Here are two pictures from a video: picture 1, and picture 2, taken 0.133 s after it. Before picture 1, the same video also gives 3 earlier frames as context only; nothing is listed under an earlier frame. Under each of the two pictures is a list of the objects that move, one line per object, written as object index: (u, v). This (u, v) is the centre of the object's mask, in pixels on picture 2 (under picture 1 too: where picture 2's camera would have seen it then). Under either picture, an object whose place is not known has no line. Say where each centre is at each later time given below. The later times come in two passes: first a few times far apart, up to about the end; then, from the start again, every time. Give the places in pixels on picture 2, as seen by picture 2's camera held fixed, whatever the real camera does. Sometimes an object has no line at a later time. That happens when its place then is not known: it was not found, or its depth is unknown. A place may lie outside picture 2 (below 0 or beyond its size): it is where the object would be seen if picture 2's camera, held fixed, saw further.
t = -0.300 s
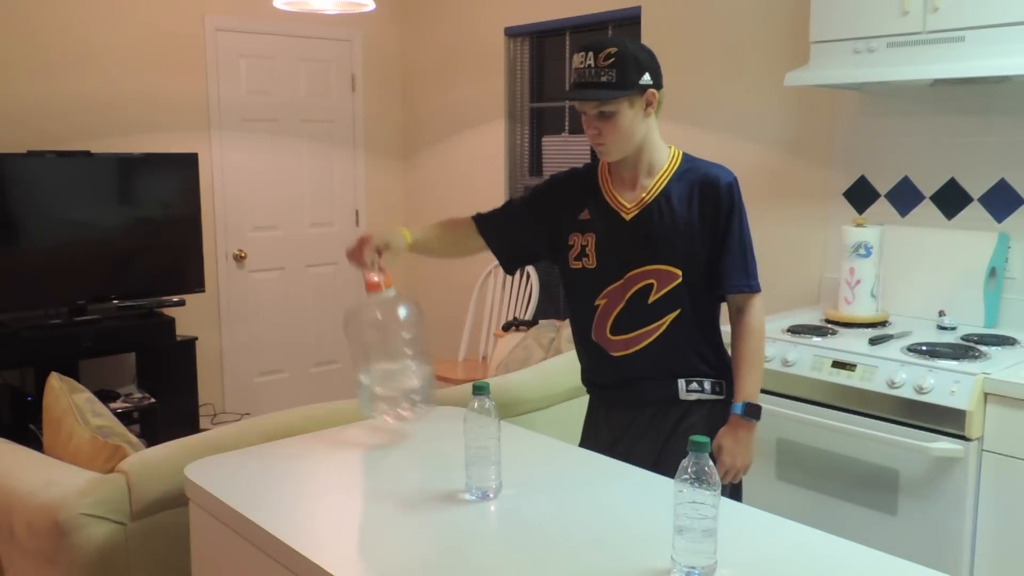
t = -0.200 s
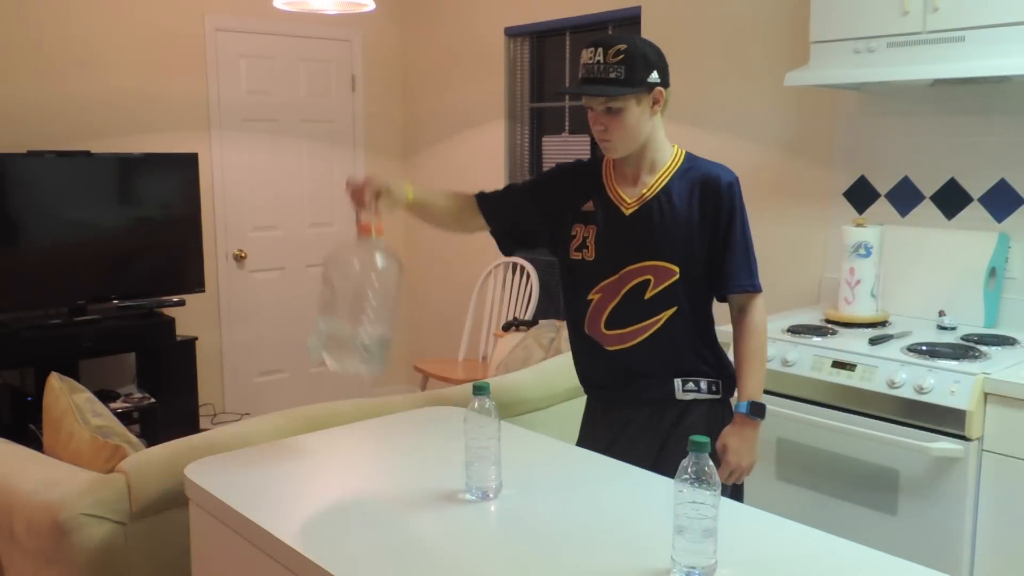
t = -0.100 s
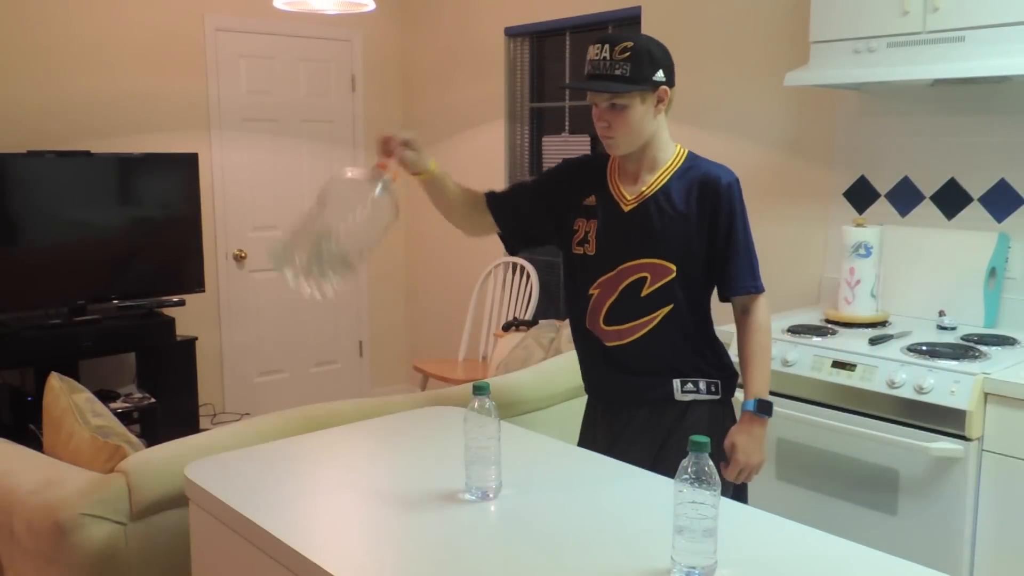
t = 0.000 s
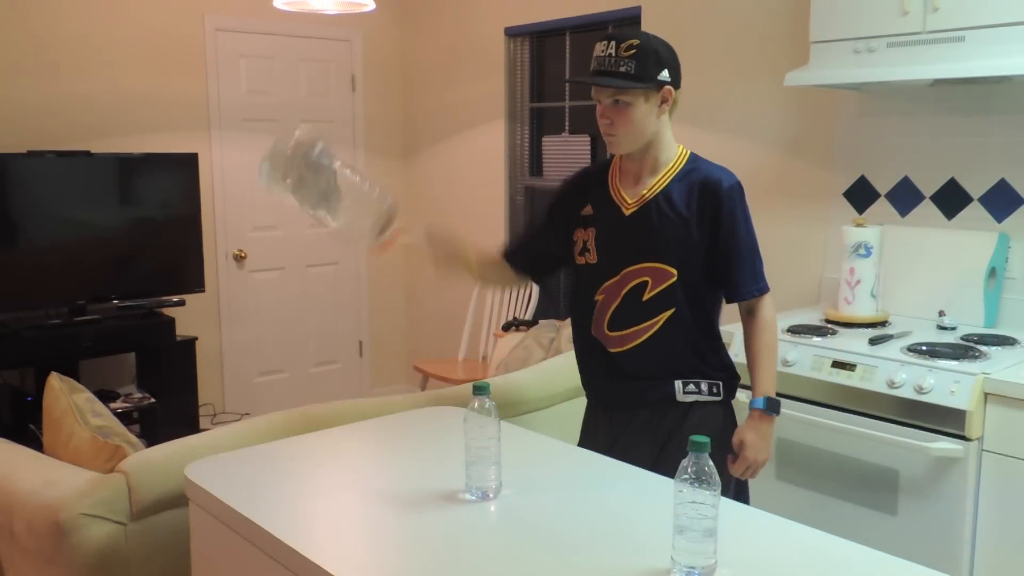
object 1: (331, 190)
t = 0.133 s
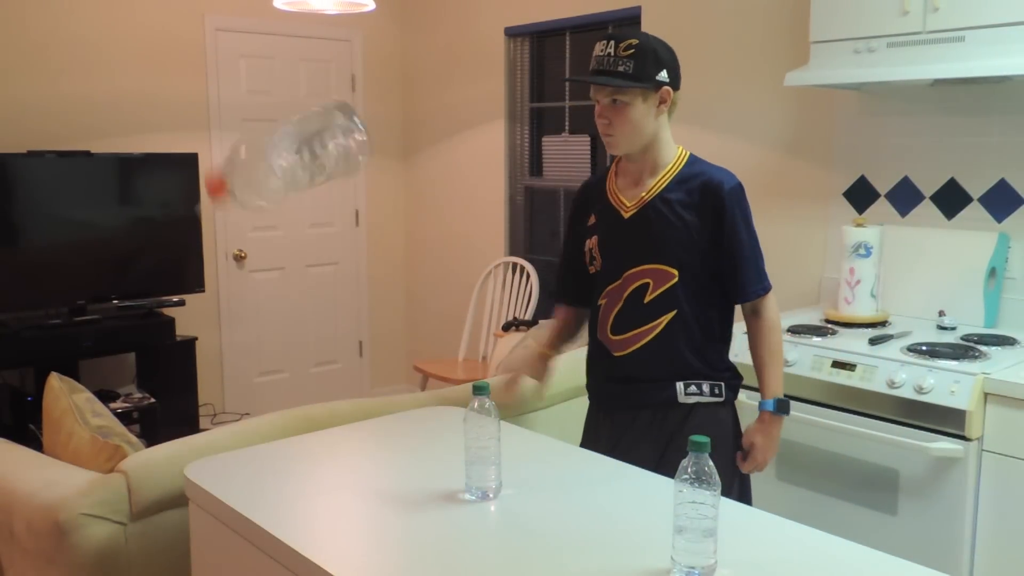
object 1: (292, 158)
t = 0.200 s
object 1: (301, 165)
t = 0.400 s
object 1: (331, 366)
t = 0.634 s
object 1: (323, 391)
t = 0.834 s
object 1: (323, 390)
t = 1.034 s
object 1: (323, 390)
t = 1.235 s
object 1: (323, 390)
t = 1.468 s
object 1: (323, 390)
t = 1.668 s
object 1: (323, 390)
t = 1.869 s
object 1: (323, 391)
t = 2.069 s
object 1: (323, 391)
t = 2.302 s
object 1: (323, 390)
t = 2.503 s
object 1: (323, 391)
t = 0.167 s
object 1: (296, 157)
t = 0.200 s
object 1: (301, 165)
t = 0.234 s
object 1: (304, 182)
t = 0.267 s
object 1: (308, 204)
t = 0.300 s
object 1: (313, 237)
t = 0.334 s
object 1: (317, 274)
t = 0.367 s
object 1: (324, 318)
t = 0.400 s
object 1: (331, 366)
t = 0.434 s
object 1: (331, 389)
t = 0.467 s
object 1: (326, 393)
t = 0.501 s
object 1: (326, 394)
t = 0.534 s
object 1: (325, 394)
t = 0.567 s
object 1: (324, 394)
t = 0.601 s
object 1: (324, 394)
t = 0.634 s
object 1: (323, 391)
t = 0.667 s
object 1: (323, 391)
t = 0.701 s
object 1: (323, 390)
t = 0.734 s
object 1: (323, 390)
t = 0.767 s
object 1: (323, 390)
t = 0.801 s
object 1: (323, 390)
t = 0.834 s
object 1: (323, 390)
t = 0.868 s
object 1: (323, 390)
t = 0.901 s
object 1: (323, 390)
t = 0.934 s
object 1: (323, 390)
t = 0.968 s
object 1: (323, 390)
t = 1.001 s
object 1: (323, 390)
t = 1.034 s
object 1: (323, 390)
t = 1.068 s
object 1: (323, 390)
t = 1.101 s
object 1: (323, 390)
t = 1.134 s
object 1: (323, 390)
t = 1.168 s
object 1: (323, 390)
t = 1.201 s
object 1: (323, 390)
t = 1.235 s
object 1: (323, 390)
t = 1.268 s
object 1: (323, 390)
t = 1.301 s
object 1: (323, 390)
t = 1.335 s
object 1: (323, 390)
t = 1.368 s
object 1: (323, 390)
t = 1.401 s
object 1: (323, 390)
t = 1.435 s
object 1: (323, 390)
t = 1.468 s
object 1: (323, 390)
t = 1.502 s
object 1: (323, 390)
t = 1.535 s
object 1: (323, 390)
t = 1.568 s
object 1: (323, 390)
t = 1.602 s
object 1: (323, 390)
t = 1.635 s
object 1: (323, 390)
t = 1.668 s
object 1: (323, 390)
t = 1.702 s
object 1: (323, 390)
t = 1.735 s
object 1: (323, 390)
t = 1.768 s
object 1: (323, 390)
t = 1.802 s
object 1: (323, 390)
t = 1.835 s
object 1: (323, 391)
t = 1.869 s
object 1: (323, 391)
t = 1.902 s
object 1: (323, 391)
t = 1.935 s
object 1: (323, 391)
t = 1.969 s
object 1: (323, 390)
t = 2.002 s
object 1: (323, 390)
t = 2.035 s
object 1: (323, 390)
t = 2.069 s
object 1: (323, 391)
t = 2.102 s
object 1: (323, 390)
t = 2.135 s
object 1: (323, 390)
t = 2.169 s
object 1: (323, 390)
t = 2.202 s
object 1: (323, 390)
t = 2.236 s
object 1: (323, 390)
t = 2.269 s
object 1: (323, 390)
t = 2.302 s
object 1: (323, 390)
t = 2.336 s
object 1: (323, 390)
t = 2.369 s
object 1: (323, 390)
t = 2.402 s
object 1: (323, 390)
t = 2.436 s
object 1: (323, 390)
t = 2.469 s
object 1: (323, 391)
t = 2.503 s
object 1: (323, 391)
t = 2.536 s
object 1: (323, 391)
